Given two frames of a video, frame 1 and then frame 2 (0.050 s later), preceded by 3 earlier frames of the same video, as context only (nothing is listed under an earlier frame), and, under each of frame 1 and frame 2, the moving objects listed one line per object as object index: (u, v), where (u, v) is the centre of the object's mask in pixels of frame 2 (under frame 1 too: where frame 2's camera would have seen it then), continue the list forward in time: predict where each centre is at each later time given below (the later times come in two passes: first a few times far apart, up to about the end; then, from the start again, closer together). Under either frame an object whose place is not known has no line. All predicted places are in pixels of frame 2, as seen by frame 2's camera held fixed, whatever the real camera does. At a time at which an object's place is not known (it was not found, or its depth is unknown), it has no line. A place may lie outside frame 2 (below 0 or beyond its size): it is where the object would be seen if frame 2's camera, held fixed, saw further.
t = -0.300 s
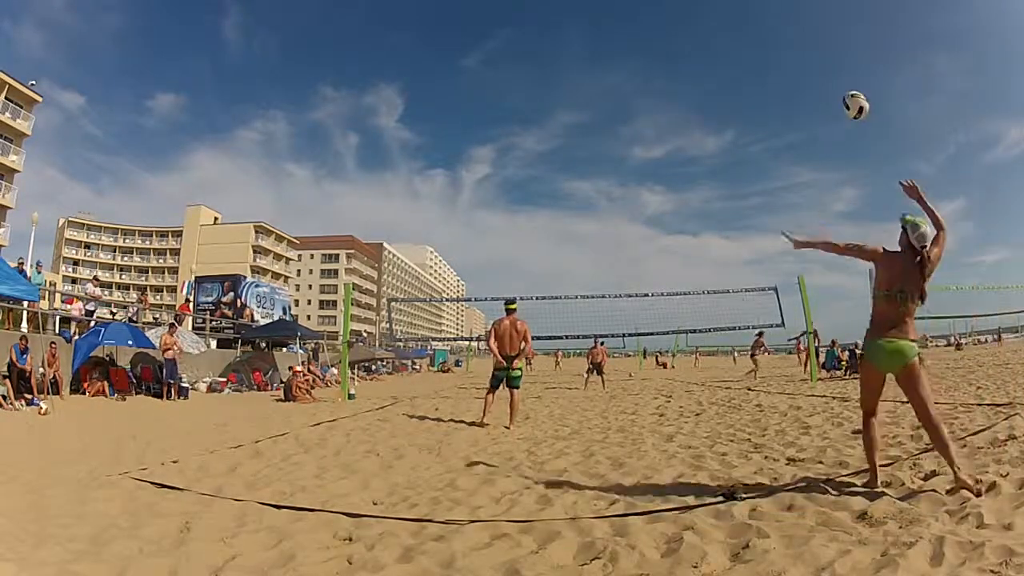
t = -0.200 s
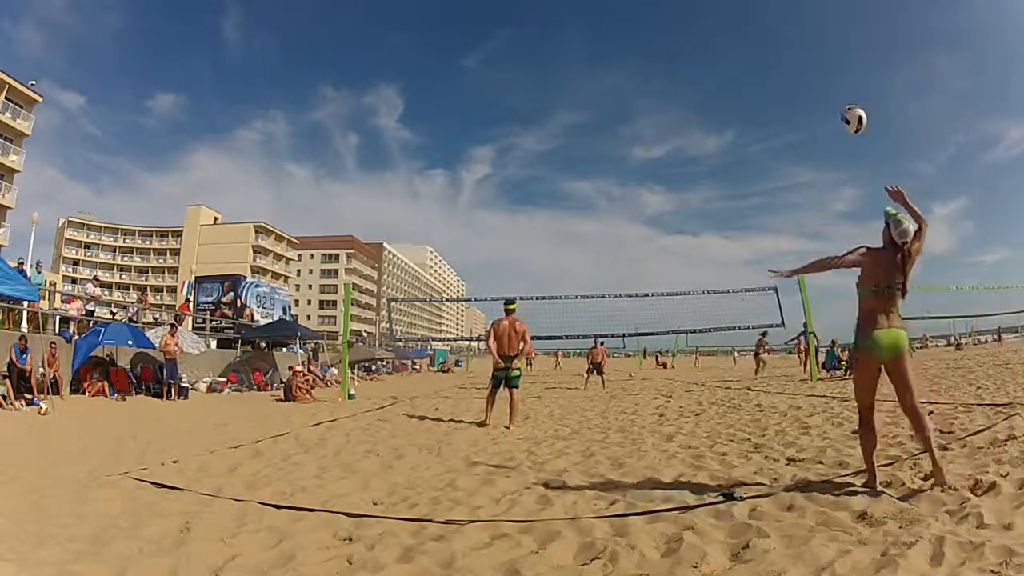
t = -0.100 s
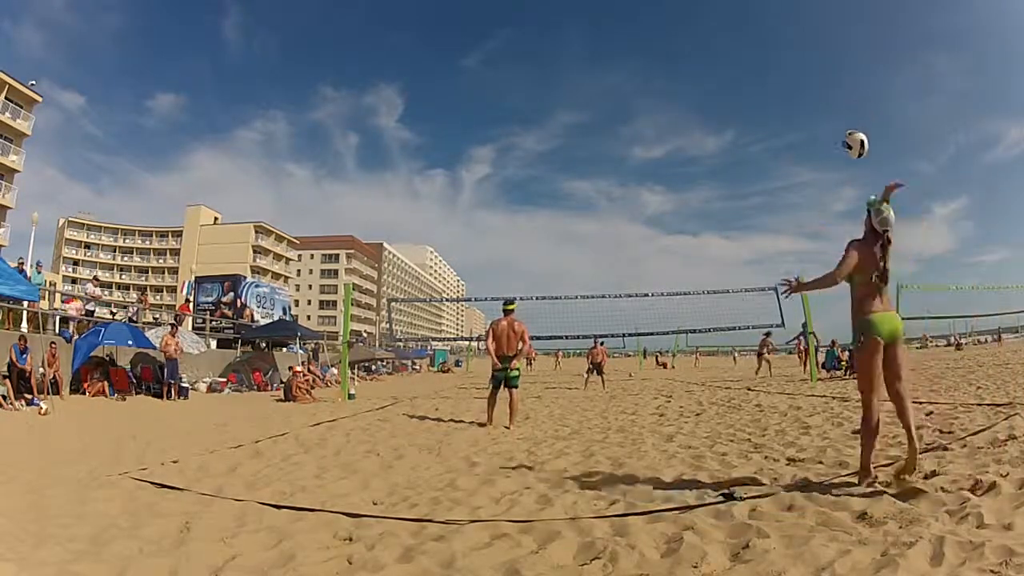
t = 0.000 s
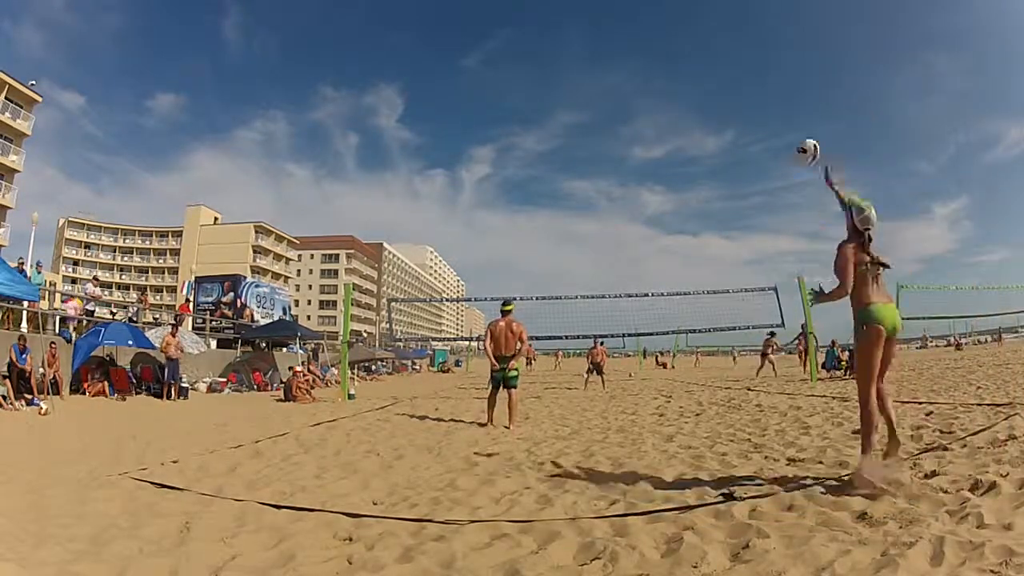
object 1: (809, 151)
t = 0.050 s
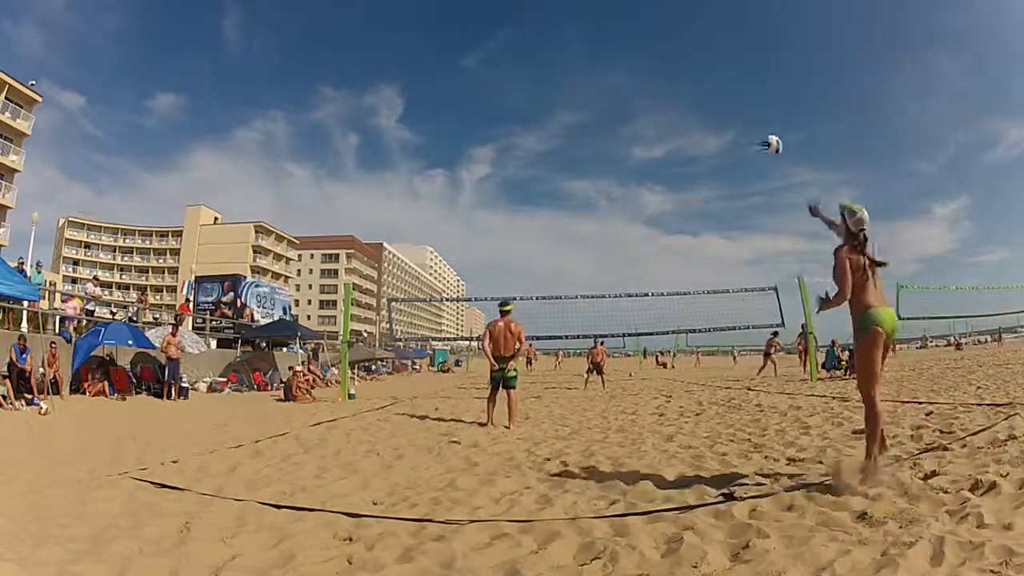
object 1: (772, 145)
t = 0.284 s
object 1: (667, 162)
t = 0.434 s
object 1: (627, 186)
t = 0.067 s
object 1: (760, 145)
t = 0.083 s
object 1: (750, 146)
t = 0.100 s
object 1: (740, 145)
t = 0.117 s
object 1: (731, 145)
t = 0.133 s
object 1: (723, 146)
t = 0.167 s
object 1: (707, 149)
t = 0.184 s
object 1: (701, 150)
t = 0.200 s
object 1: (695, 152)
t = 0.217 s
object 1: (689, 155)
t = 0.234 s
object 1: (683, 157)
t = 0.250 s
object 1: (677, 159)
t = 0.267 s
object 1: (672, 160)
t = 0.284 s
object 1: (667, 162)
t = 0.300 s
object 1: (660, 166)
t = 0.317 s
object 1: (656, 167)
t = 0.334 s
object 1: (652, 170)
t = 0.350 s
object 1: (648, 172)
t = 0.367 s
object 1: (643, 175)
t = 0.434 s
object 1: (627, 186)
